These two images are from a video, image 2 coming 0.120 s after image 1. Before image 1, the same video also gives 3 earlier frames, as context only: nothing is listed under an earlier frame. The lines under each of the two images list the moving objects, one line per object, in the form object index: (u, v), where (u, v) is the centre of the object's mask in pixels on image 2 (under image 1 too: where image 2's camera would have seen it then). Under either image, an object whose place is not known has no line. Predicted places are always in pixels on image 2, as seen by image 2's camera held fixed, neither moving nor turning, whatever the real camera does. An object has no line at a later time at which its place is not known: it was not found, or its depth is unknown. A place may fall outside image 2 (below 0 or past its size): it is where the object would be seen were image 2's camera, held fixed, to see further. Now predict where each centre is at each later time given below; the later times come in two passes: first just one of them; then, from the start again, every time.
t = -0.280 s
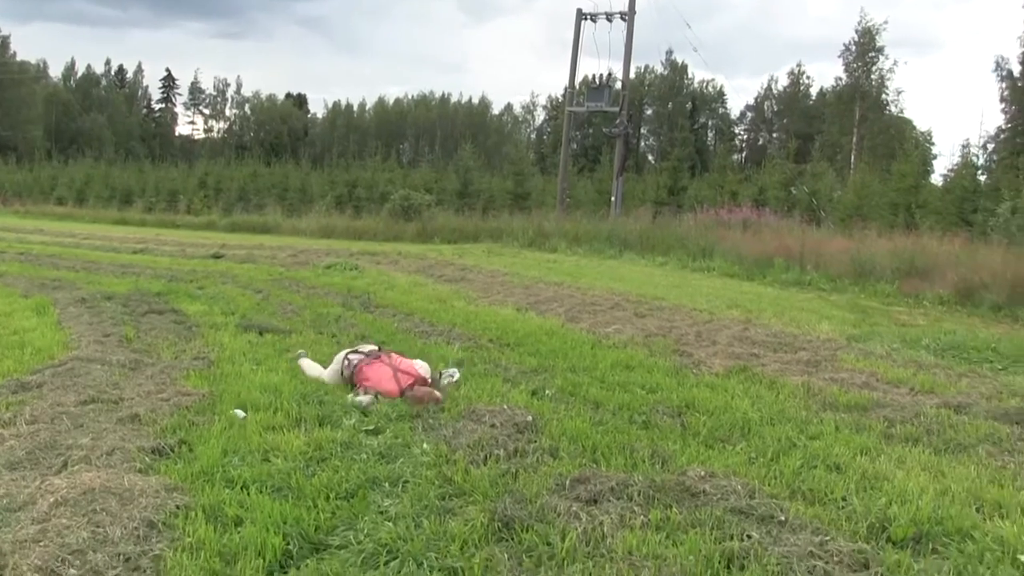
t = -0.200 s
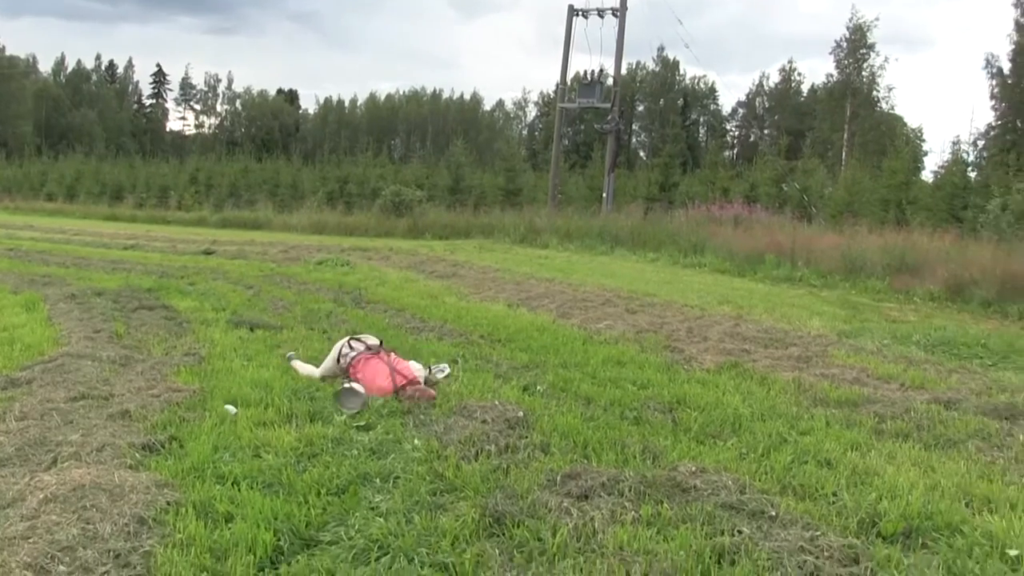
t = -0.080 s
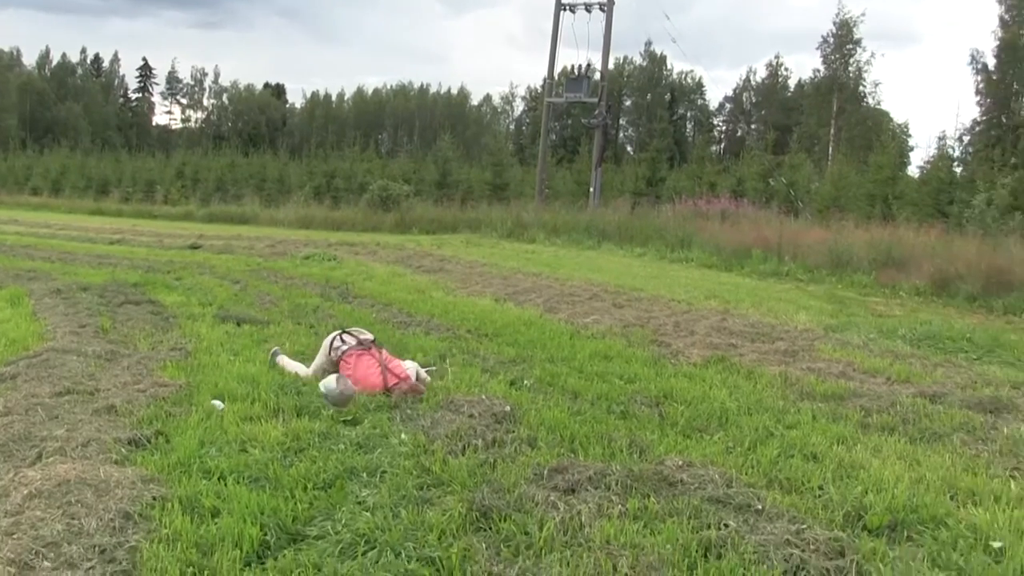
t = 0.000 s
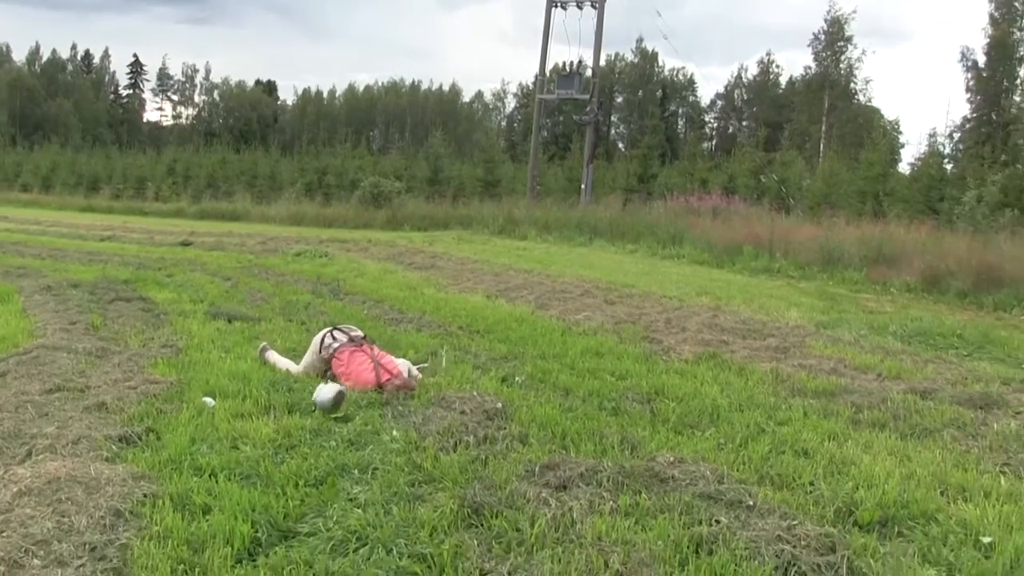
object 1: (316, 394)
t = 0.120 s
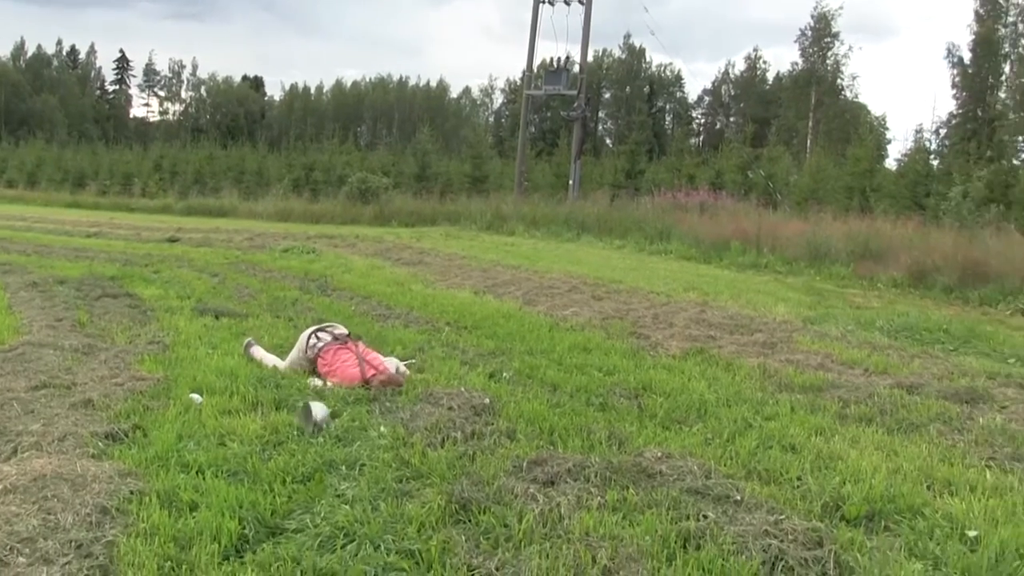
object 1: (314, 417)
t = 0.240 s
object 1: (312, 421)
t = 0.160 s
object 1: (313, 419)
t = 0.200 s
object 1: (313, 420)
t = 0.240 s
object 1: (312, 421)
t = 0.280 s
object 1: (313, 426)
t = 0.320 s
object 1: (316, 431)
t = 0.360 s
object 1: (314, 441)
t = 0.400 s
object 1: (314, 445)
